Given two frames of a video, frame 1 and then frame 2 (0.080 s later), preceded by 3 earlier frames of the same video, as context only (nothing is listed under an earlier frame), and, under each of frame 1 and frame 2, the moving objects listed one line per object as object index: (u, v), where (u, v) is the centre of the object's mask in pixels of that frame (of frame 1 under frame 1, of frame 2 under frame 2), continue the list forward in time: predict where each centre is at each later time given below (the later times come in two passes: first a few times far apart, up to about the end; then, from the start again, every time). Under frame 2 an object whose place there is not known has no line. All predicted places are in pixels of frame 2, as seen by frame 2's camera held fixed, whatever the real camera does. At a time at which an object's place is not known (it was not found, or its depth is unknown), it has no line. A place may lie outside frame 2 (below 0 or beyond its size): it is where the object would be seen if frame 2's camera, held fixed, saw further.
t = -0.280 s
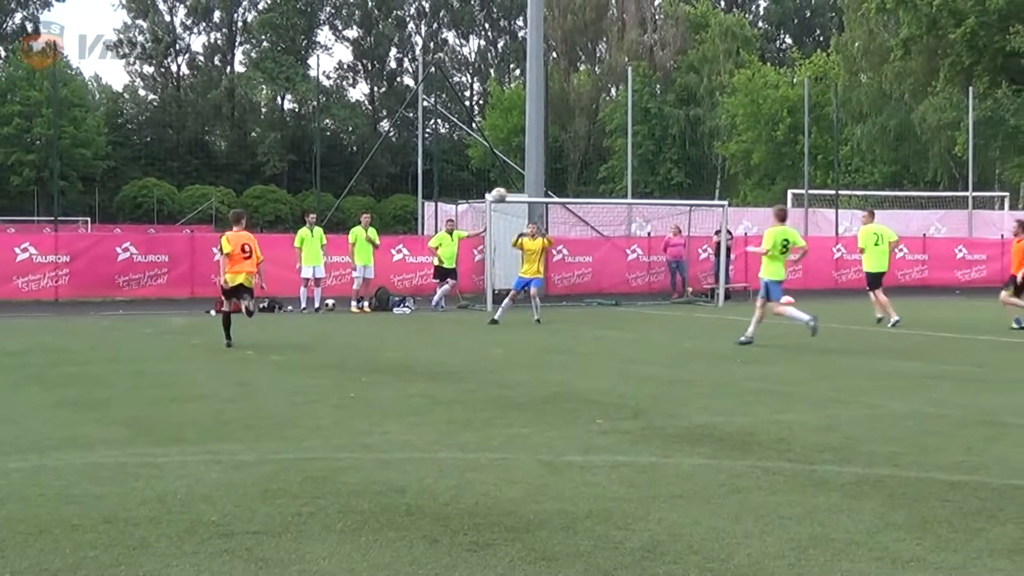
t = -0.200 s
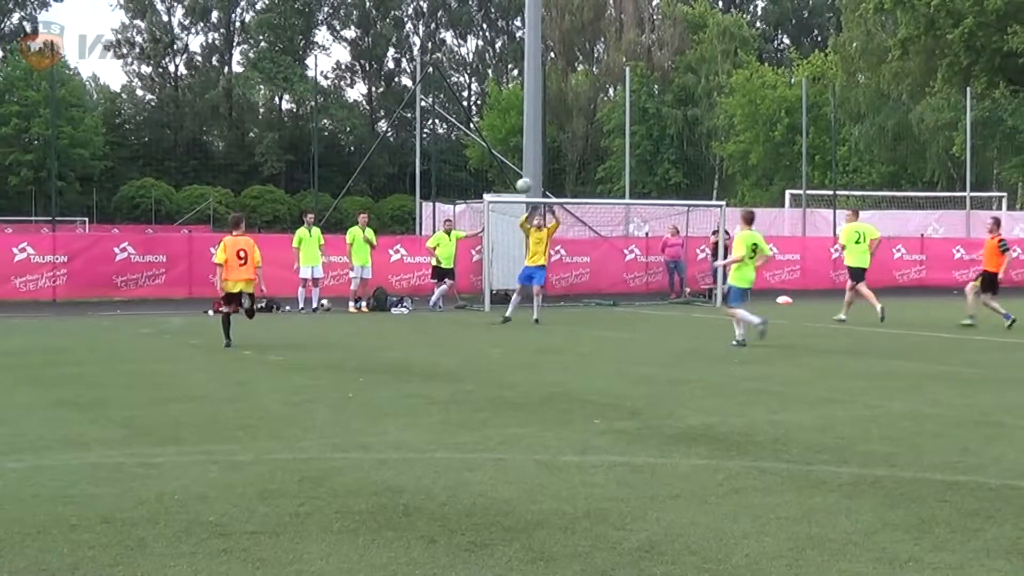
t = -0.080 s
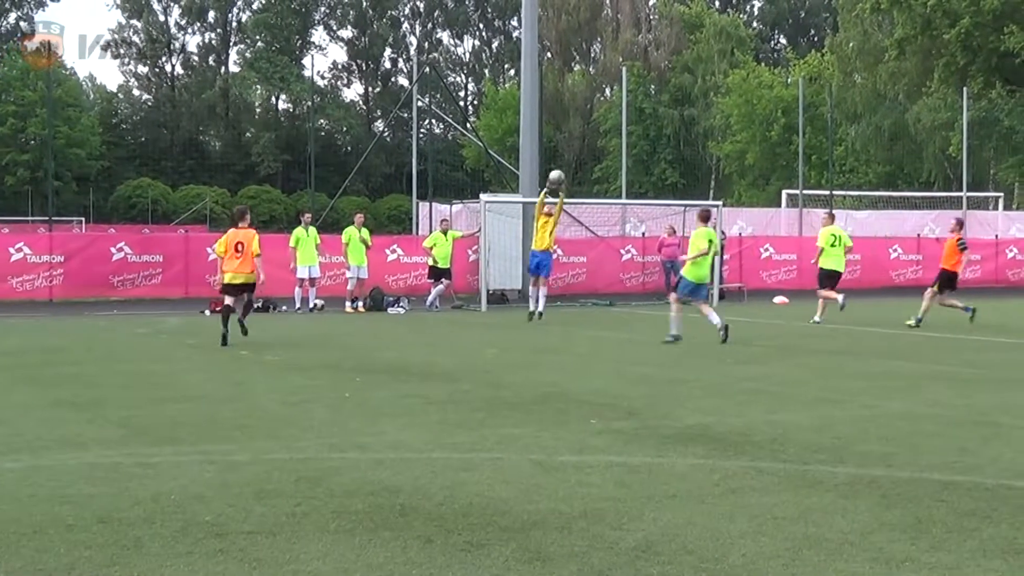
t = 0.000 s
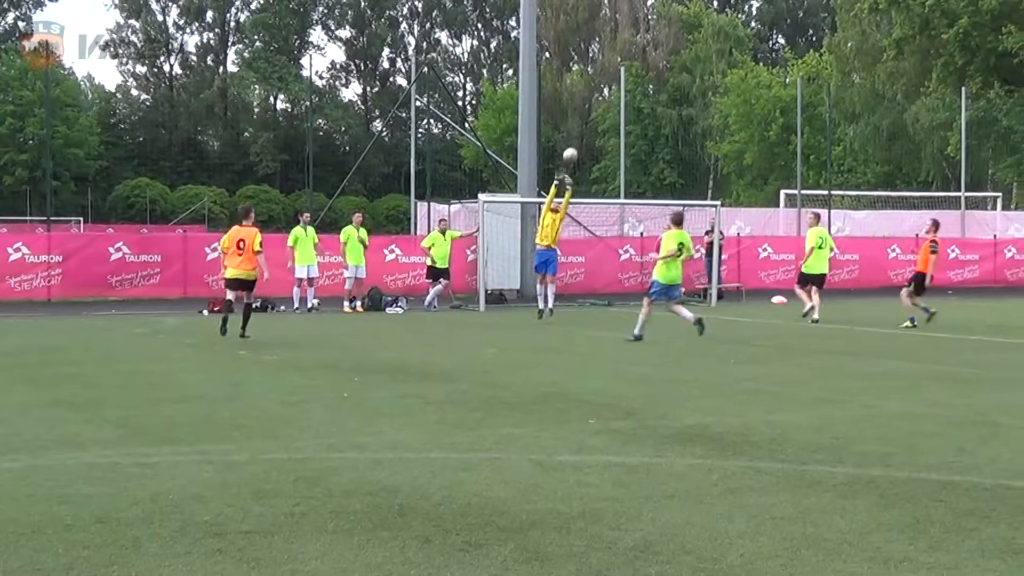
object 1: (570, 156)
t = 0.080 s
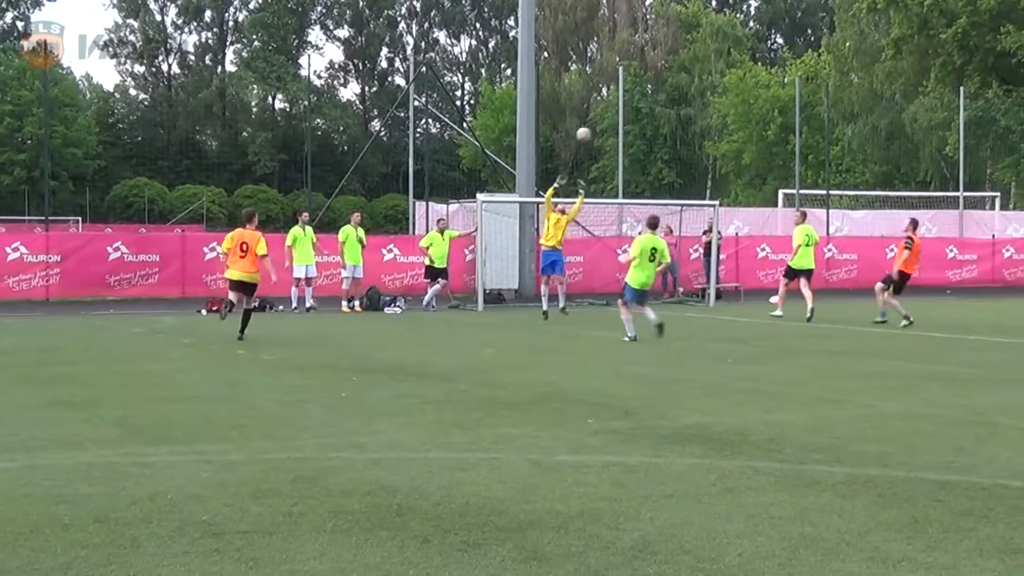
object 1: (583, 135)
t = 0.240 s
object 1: (611, 106)
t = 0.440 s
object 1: (645, 93)
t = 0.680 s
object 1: (682, 110)
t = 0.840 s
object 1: (706, 140)
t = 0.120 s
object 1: (591, 126)
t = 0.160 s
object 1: (598, 117)
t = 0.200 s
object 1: (605, 111)
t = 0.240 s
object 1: (611, 106)
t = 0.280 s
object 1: (619, 101)
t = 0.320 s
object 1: (625, 97)
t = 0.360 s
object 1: (632, 94)
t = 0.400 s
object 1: (639, 93)
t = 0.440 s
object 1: (645, 93)
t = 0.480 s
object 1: (652, 94)
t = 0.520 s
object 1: (658, 96)
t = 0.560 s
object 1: (665, 98)
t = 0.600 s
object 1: (671, 101)
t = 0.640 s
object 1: (677, 106)
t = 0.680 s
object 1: (682, 110)
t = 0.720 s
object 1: (689, 116)
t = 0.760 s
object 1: (694, 124)
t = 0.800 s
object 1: (700, 131)
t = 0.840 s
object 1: (706, 140)
